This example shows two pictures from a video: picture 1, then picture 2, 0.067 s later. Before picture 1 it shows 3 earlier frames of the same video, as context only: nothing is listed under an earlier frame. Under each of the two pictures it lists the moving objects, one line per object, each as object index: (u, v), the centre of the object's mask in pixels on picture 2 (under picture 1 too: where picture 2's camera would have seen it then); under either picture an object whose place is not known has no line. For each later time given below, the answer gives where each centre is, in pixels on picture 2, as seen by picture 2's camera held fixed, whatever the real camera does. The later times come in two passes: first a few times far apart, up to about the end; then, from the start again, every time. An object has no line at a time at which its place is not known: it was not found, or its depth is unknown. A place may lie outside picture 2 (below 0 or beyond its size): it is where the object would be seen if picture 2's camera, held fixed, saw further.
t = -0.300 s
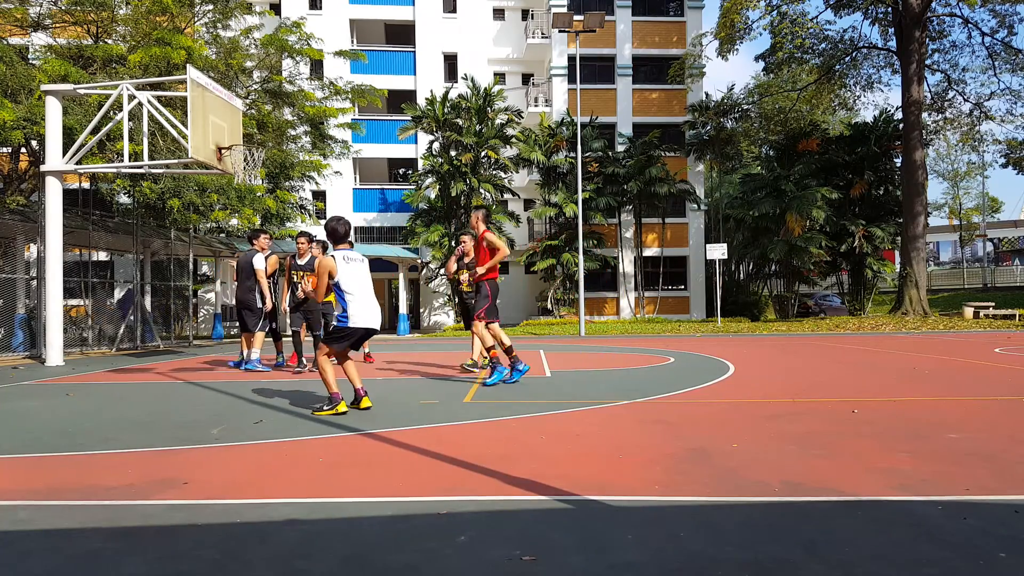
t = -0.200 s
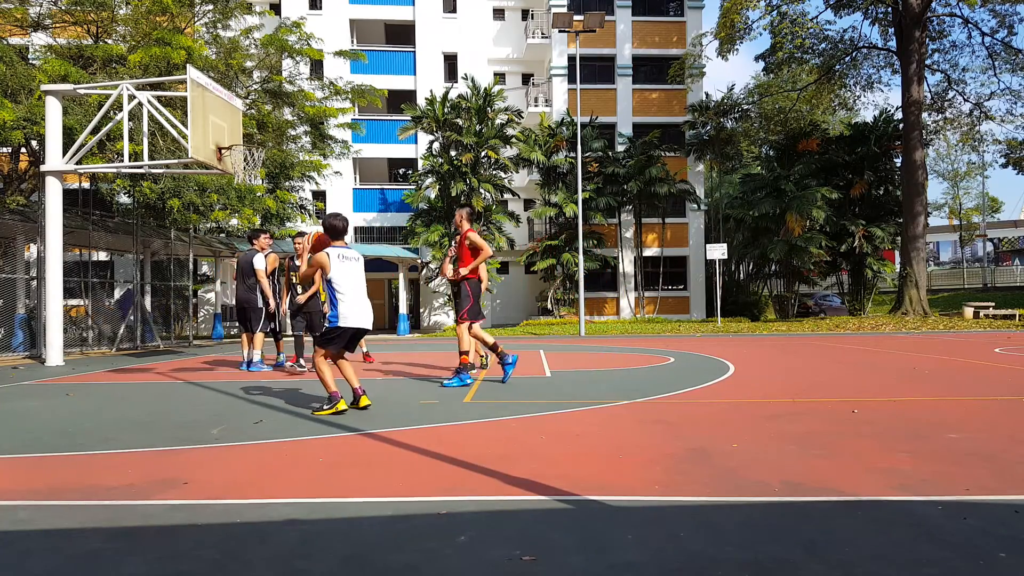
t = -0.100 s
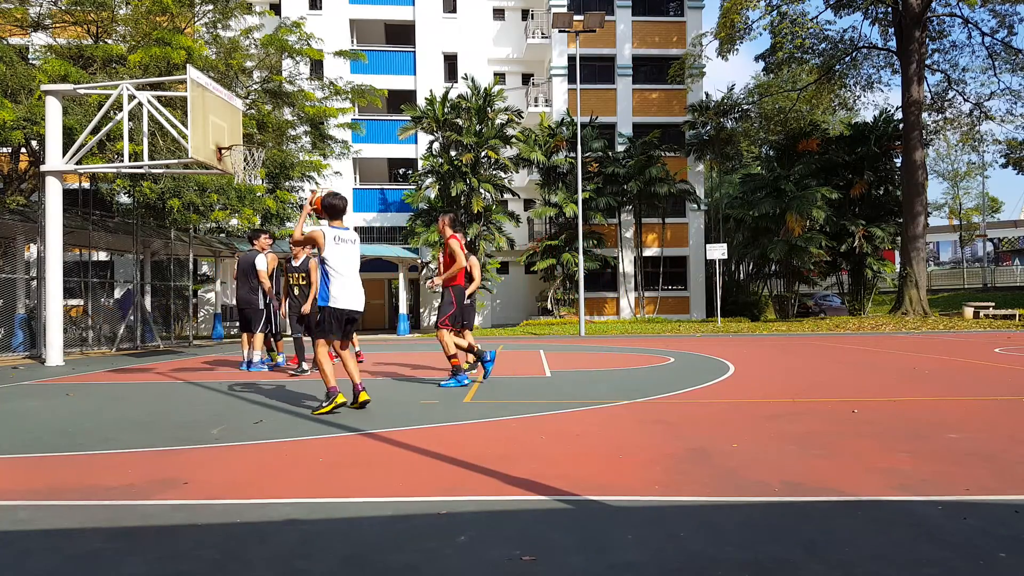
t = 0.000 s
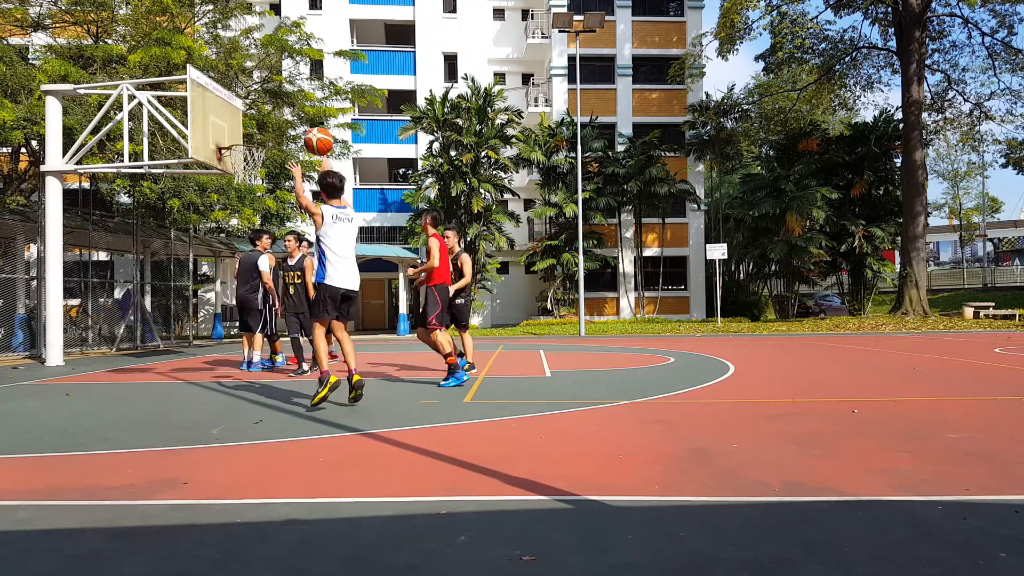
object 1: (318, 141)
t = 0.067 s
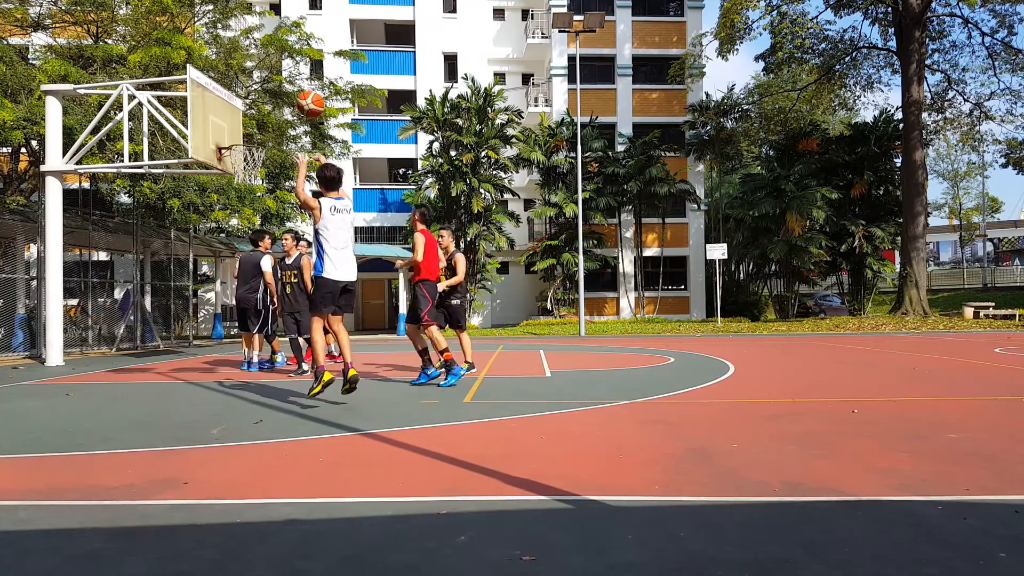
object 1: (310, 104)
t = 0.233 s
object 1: (294, 40)
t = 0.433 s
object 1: (278, 11)
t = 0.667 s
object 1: (264, 21)
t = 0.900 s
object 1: (252, 71)
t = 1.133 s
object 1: (244, 147)
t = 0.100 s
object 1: (307, 88)
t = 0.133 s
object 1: (303, 74)
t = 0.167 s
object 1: (300, 61)
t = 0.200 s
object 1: (297, 50)
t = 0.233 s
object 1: (294, 40)
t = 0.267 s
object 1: (291, 32)
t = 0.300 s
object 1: (287, 26)
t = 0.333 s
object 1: (284, 20)
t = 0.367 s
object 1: (282, 16)
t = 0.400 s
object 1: (280, 12)
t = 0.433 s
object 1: (278, 11)
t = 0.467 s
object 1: (276, 10)
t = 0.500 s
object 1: (274, 10)
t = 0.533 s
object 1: (272, 10)
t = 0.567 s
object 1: (270, 12)
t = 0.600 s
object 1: (268, 14)
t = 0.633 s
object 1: (266, 17)
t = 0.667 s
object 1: (264, 21)
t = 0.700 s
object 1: (262, 26)
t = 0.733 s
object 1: (260, 32)
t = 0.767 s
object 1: (259, 38)
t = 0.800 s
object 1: (257, 46)
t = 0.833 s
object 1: (255, 53)
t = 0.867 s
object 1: (254, 62)
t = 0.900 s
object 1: (252, 71)
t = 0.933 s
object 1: (251, 80)
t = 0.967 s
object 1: (249, 91)
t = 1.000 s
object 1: (248, 101)
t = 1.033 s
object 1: (246, 112)
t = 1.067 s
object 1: (246, 124)
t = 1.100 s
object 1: (244, 136)
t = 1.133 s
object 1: (244, 147)
